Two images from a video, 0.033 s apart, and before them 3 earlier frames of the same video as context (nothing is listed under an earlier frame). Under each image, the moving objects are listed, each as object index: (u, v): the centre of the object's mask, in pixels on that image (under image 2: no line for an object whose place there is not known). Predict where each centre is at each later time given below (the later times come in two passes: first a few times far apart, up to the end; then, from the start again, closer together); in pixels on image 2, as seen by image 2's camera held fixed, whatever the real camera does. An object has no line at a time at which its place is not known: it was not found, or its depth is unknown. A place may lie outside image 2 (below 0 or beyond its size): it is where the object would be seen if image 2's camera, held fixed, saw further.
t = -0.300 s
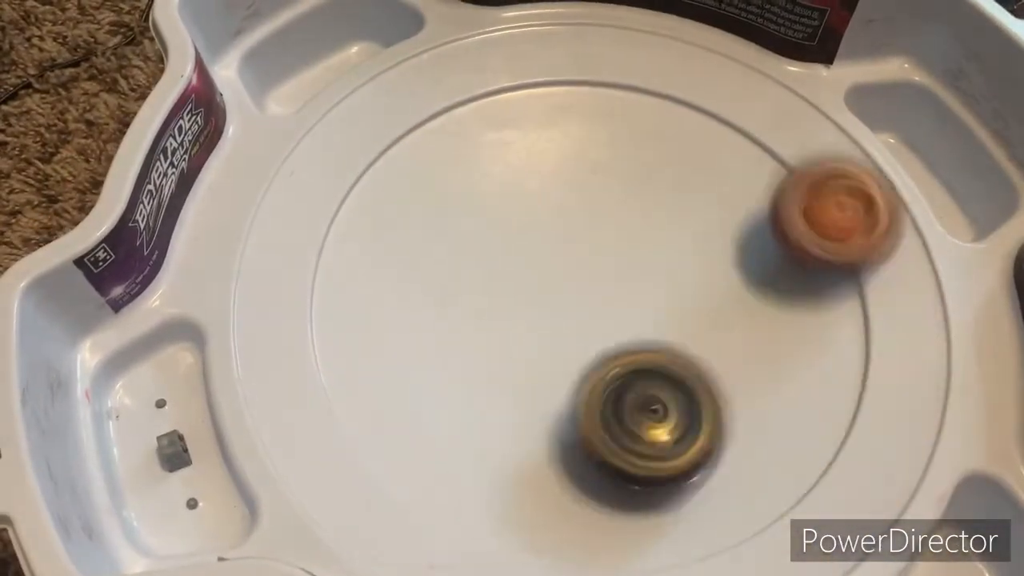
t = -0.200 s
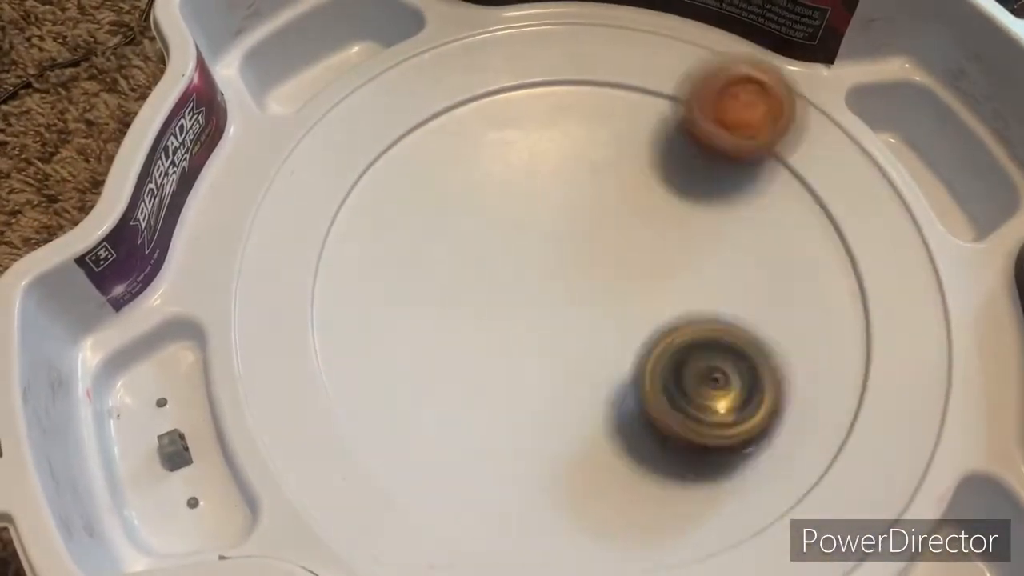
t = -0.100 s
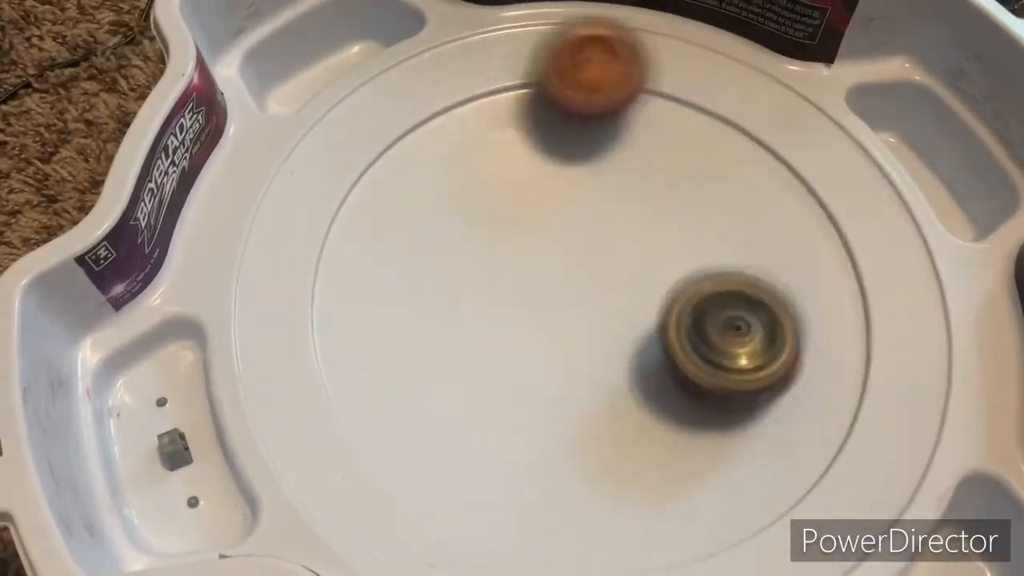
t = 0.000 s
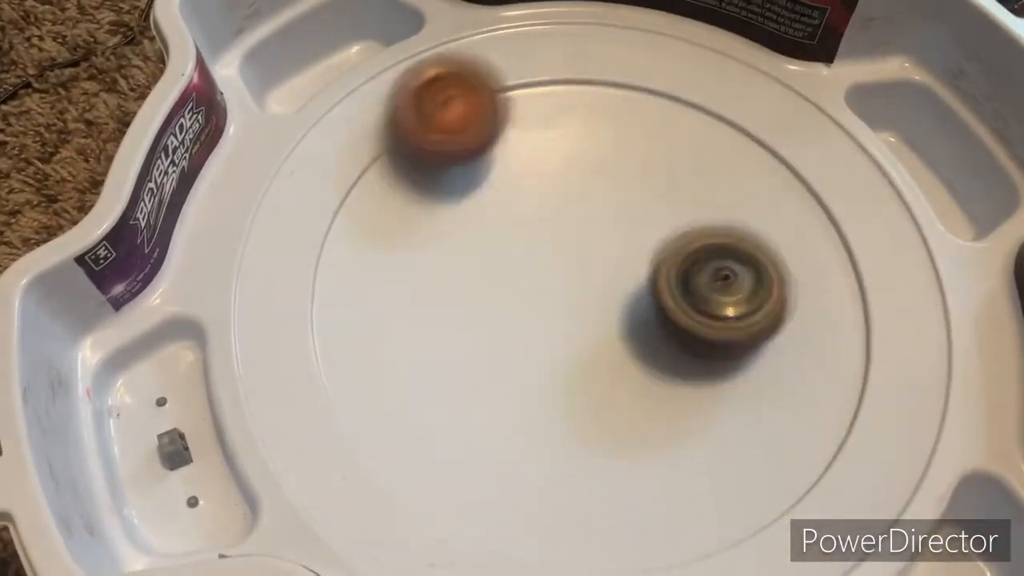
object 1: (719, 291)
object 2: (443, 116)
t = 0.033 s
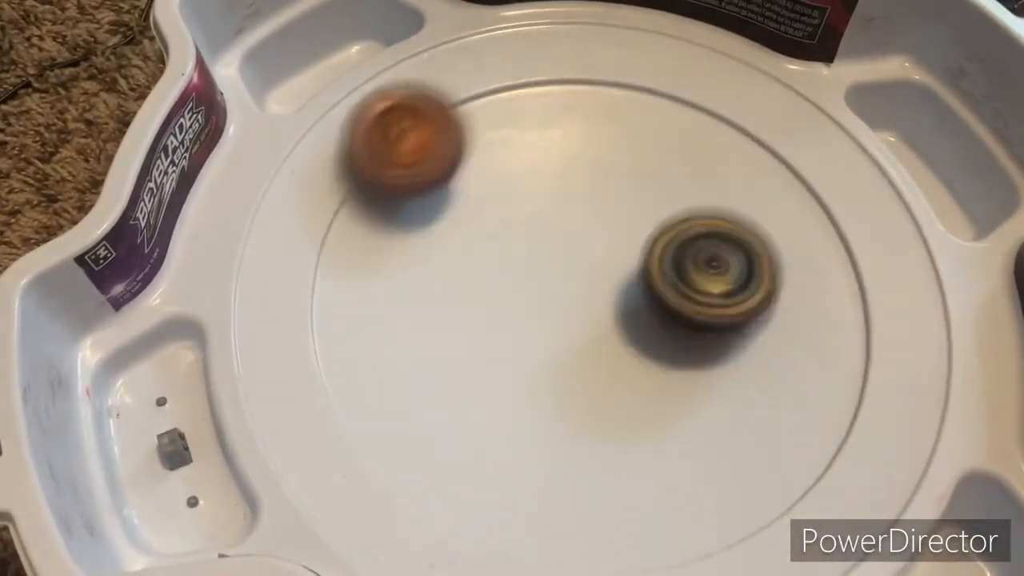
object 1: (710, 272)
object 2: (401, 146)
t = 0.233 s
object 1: (617, 222)
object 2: (393, 459)
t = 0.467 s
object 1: (505, 239)
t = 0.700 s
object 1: (487, 315)
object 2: (579, 62)
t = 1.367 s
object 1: (622, 278)
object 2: (485, 80)
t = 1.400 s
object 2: (421, 107)
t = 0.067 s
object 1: (698, 261)
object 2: (366, 186)
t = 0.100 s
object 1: (683, 252)
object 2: (337, 229)
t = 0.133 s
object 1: (668, 238)
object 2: (318, 285)
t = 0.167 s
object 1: (653, 231)
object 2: (324, 344)
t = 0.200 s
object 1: (635, 225)
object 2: (353, 402)
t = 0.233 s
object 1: (617, 222)
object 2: (393, 459)
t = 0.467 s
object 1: (505, 239)
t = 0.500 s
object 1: (494, 251)
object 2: (869, 312)
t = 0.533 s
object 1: (487, 263)
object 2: (853, 242)
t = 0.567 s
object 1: (481, 273)
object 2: (820, 183)
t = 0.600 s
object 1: (479, 284)
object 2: (774, 130)
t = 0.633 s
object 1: (481, 295)
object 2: (716, 96)
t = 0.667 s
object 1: (484, 306)
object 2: (649, 71)
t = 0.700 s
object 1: (487, 315)
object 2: (579, 62)
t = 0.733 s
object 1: (493, 325)
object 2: (512, 68)
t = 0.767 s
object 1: (504, 331)
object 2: (444, 94)
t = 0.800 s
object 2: (387, 131)
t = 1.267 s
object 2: (711, 95)
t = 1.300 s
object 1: (620, 286)
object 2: (637, 68)
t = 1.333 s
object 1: (623, 281)
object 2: (561, 62)
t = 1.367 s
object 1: (622, 278)
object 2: (485, 80)
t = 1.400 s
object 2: (421, 107)
